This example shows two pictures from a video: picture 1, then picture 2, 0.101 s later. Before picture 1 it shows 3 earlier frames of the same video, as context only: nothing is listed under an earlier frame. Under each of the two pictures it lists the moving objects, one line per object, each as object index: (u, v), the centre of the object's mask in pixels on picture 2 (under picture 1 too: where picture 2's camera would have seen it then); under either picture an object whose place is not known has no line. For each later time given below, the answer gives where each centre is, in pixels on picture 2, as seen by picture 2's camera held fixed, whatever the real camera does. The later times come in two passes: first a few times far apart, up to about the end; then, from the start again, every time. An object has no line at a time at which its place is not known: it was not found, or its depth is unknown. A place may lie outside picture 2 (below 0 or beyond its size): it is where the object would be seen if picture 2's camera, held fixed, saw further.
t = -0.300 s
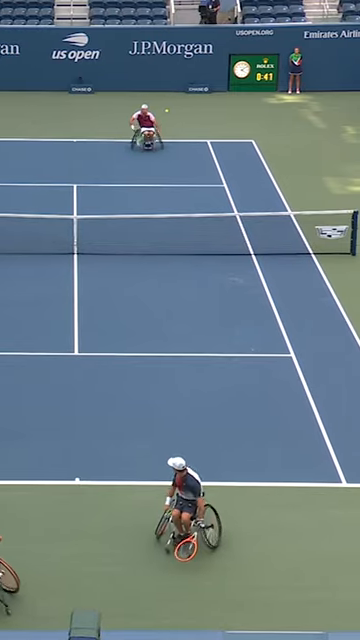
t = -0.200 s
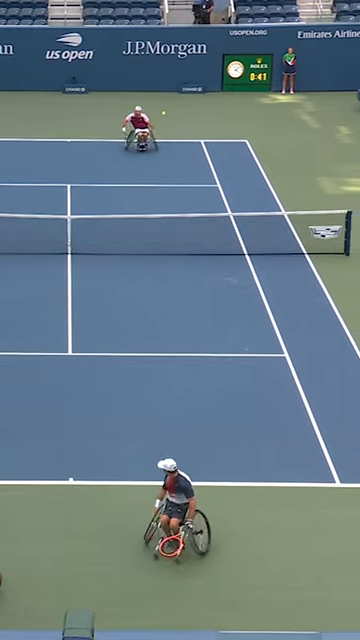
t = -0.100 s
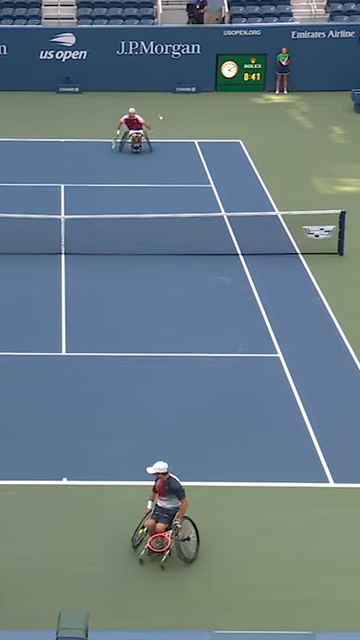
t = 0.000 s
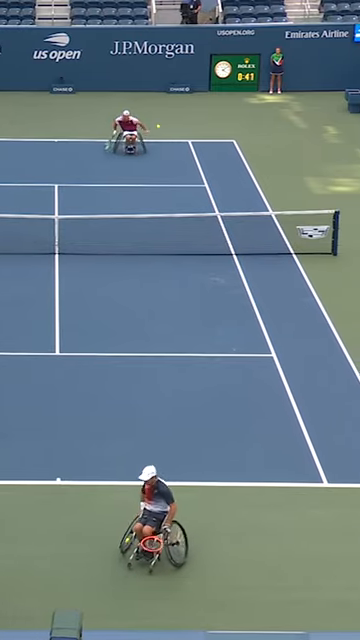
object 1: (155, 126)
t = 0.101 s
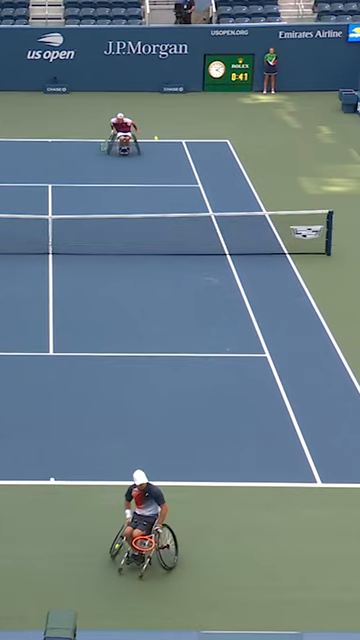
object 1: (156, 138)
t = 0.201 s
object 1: (158, 154)
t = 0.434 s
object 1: (165, 206)
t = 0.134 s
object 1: (155, 142)
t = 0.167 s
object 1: (157, 148)
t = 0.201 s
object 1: (158, 154)
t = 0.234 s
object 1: (159, 161)
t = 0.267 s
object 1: (160, 167)
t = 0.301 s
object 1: (160, 174)
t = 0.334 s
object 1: (162, 181)
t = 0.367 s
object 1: (163, 189)
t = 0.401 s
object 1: (163, 198)
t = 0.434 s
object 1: (165, 206)
